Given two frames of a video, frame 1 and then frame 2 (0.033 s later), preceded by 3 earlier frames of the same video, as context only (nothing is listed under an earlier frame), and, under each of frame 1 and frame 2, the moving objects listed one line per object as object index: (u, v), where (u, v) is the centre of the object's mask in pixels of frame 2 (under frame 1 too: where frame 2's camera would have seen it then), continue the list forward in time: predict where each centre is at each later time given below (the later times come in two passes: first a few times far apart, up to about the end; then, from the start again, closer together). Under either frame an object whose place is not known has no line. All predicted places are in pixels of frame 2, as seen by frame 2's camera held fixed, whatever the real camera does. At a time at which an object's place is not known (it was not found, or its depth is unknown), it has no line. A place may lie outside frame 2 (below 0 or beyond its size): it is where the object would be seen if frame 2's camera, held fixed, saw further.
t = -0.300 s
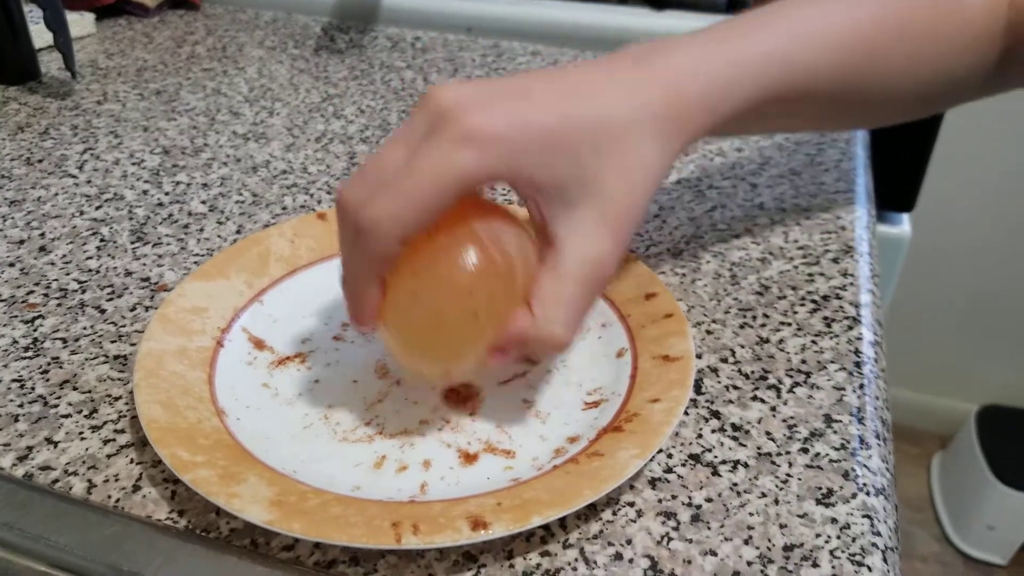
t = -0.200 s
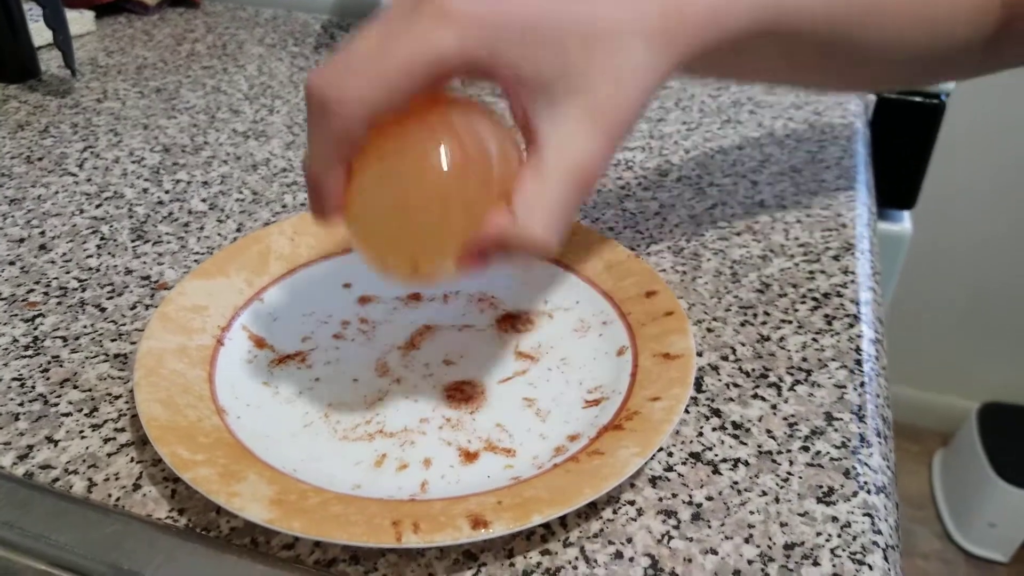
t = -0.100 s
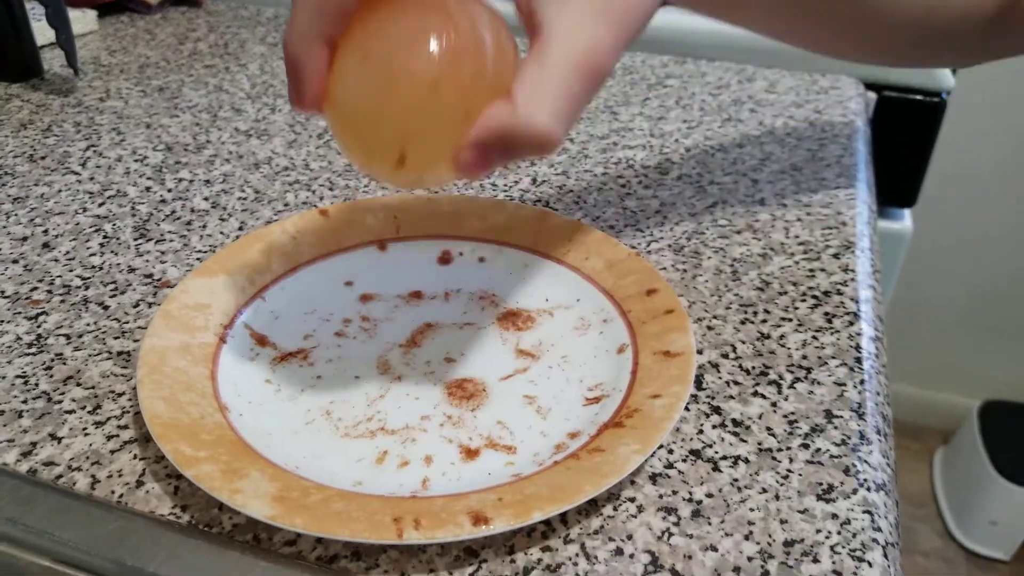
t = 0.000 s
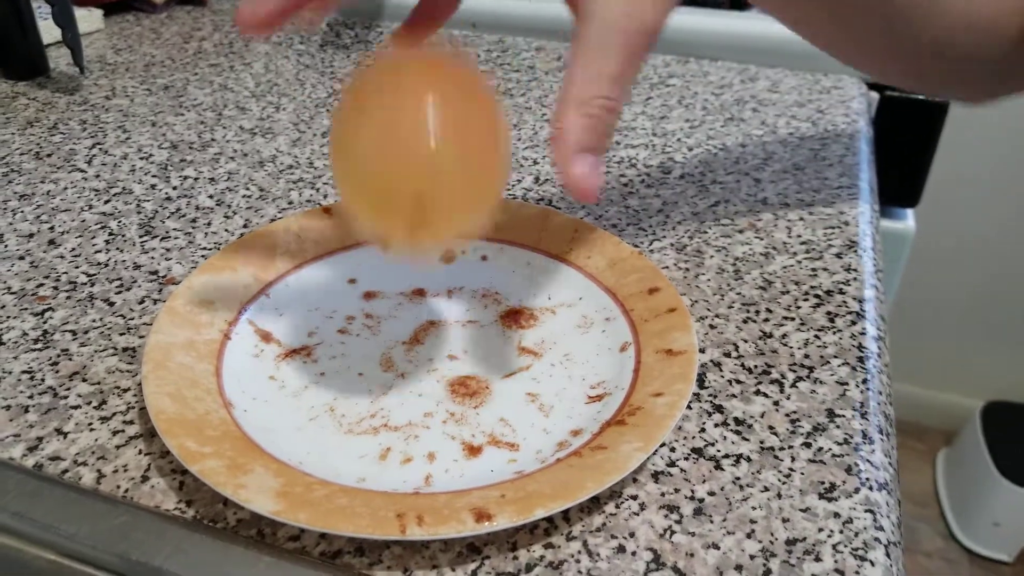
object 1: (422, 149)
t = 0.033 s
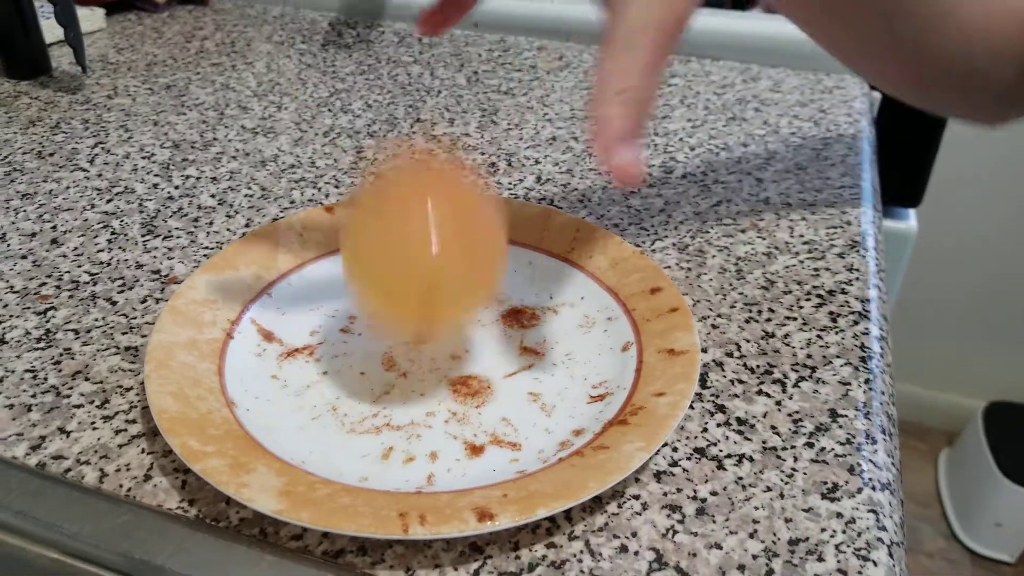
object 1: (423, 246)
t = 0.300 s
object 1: (408, 296)
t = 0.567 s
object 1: (385, 334)
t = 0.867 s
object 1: (343, 388)
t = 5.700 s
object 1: (342, 385)
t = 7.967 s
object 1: (343, 385)
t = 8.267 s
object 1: (343, 384)
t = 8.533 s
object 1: (343, 384)
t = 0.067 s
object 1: (421, 327)
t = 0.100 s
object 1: (420, 261)
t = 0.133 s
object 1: (415, 218)
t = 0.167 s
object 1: (411, 201)
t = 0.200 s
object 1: (410, 210)
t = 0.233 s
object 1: (411, 259)
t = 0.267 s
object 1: (412, 328)
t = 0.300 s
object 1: (408, 296)
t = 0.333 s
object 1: (403, 272)
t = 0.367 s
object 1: (400, 275)
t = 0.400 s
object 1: (399, 317)
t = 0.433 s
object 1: (397, 323)
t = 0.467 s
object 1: (392, 310)
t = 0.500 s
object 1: (391, 322)
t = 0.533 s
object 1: (388, 336)
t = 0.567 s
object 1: (385, 334)
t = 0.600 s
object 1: (381, 343)
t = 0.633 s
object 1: (377, 348)
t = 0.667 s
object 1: (373, 349)
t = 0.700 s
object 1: (369, 361)
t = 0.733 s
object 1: (364, 362)
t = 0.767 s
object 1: (359, 373)
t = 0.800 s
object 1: (354, 380)
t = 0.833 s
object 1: (348, 382)
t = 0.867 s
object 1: (343, 388)
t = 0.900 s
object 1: (340, 387)
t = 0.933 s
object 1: (337, 389)
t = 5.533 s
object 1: (341, 385)
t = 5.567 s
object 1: (341, 385)
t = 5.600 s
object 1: (341, 385)
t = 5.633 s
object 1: (341, 385)
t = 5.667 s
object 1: (342, 385)
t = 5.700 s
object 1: (342, 385)
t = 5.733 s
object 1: (342, 385)
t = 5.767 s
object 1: (343, 385)
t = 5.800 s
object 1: (343, 386)
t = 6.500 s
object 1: (342, 385)
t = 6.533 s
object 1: (342, 385)
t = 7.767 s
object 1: (342, 385)
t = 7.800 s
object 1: (342, 385)
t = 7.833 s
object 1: (342, 386)
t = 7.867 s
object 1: (342, 385)
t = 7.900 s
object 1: (342, 385)
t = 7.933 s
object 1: (342, 385)
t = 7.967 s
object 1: (343, 385)
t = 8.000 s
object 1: (343, 385)
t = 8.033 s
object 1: (342, 385)
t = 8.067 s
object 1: (342, 385)
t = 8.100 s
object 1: (343, 385)
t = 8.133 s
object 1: (343, 384)
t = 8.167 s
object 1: (343, 384)
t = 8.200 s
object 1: (343, 384)
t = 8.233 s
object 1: (343, 384)
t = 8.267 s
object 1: (343, 384)
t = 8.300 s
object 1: (343, 384)
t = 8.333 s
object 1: (343, 384)
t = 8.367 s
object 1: (343, 384)
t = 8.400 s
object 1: (343, 384)
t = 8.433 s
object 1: (343, 384)
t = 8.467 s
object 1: (343, 384)
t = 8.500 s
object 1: (343, 384)
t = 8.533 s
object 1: (343, 384)
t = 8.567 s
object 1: (343, 384)
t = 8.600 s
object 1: (343, 384)
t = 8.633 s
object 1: (343, 384)
